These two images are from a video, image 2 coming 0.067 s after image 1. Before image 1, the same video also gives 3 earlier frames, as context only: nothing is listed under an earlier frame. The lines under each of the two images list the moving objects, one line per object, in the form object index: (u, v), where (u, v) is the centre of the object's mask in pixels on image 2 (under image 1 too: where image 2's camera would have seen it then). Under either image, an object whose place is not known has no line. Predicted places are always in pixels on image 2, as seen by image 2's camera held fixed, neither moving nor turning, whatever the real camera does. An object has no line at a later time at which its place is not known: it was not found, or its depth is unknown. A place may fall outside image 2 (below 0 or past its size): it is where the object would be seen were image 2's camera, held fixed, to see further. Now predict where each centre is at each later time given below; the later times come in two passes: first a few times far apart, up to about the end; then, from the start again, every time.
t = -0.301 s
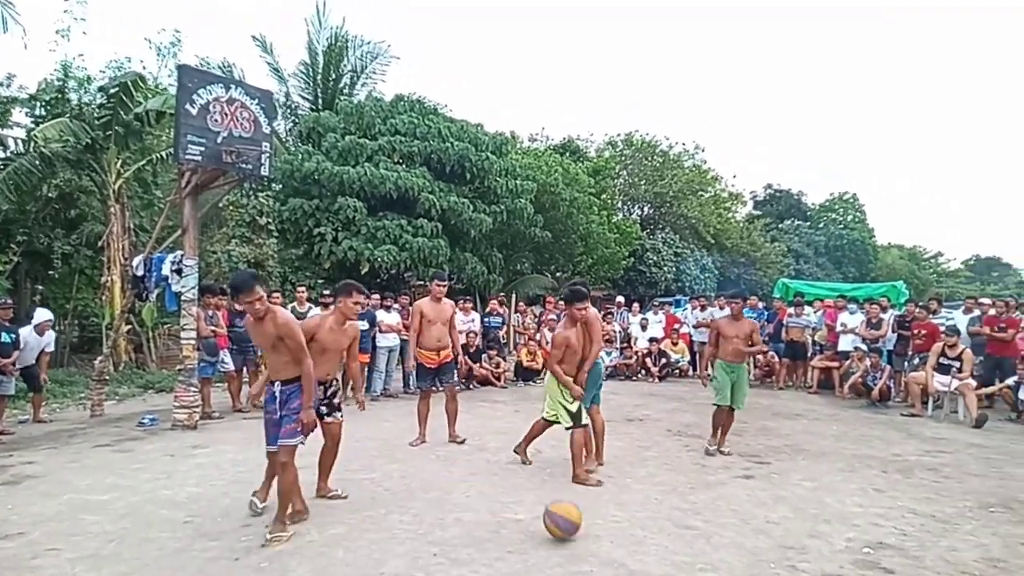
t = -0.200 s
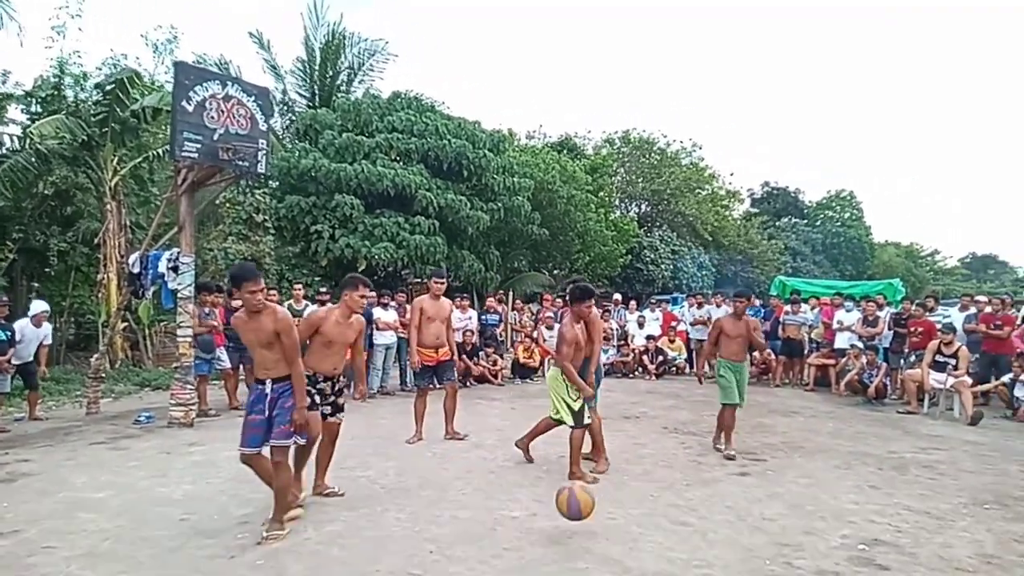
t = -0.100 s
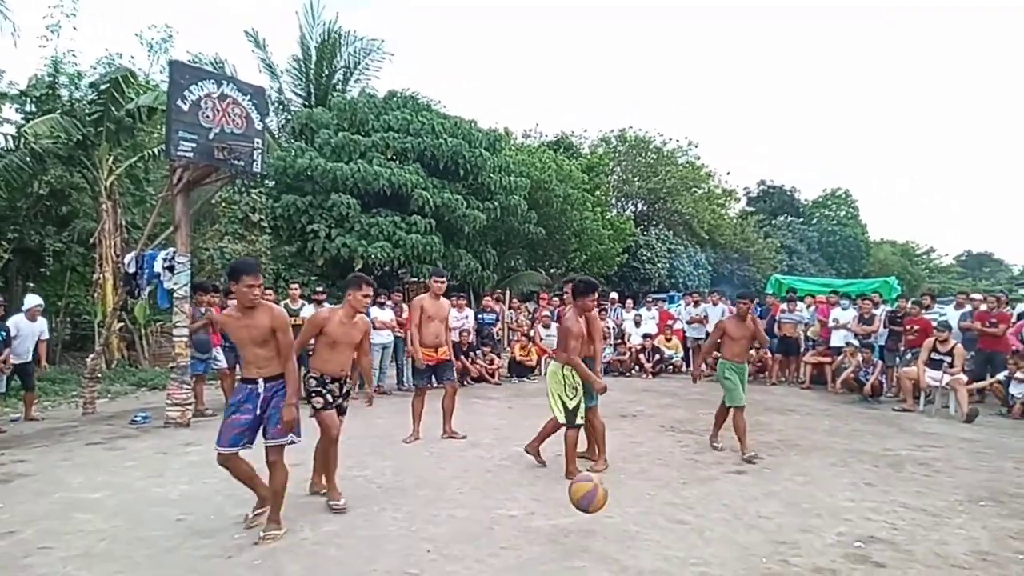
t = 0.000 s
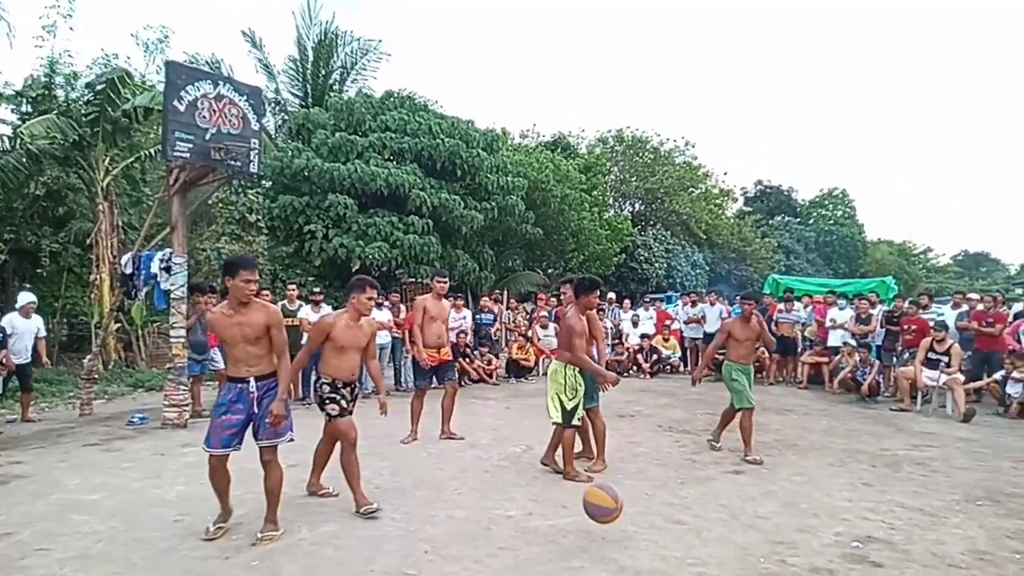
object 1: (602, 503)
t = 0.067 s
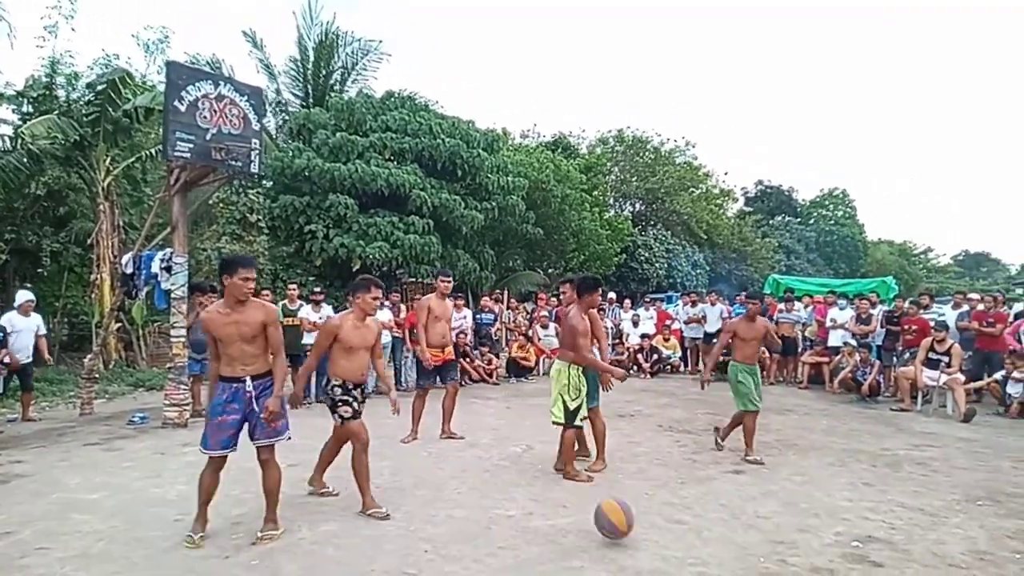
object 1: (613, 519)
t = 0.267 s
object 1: (649, 506)
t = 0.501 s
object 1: (693, 527)
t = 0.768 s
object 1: (747, 545)
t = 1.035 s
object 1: (805, 554)
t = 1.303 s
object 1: (862, 561)
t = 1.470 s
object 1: (907, 574)
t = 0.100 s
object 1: (619, 525)
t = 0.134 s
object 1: (625, 517)
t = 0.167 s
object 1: (631, 511)
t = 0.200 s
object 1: (637, 508)
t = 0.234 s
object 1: (643, 506)
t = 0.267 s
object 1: (649, 506)
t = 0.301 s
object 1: (655, 508)
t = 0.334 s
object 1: (661, 512)
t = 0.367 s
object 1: (667, 518)
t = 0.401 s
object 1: (673, 526)
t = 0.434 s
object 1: (679, 537)
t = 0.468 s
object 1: (686, 533)
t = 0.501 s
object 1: (693, 527)
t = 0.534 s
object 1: (700, 524)
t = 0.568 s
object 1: (707, 523)
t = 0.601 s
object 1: (714, 523)
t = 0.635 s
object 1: (720, 525)
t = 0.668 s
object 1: (728, 530)
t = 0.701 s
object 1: (735, 537)
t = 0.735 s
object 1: (741, 546)
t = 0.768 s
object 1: (747, 545)
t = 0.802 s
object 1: (754, 539)
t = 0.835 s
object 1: (762, 536)
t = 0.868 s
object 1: (769, 535)
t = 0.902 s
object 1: (776, 537)
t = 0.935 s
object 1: (783, 539)
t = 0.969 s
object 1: (790, 545)
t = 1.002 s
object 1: (798, 553)
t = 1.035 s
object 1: (805, 554)
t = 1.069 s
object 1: (812, 549)
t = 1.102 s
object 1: (819, 547)
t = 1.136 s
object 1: (826, 546)
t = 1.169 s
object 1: (834, 548)
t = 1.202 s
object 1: (840, 551)
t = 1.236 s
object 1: (847, 556)
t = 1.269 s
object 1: (854, 563)
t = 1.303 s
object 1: (862, 561)
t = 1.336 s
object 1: (869, 558)
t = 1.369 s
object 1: (879, 558)
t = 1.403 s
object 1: (887, 562)
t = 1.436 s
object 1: (897, 566)
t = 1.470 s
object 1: (907, 574)
